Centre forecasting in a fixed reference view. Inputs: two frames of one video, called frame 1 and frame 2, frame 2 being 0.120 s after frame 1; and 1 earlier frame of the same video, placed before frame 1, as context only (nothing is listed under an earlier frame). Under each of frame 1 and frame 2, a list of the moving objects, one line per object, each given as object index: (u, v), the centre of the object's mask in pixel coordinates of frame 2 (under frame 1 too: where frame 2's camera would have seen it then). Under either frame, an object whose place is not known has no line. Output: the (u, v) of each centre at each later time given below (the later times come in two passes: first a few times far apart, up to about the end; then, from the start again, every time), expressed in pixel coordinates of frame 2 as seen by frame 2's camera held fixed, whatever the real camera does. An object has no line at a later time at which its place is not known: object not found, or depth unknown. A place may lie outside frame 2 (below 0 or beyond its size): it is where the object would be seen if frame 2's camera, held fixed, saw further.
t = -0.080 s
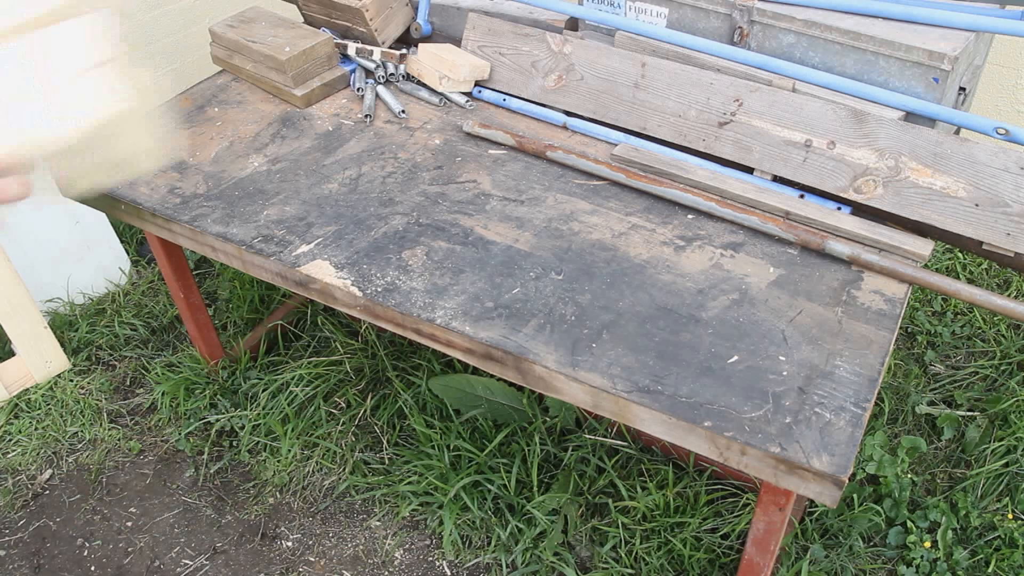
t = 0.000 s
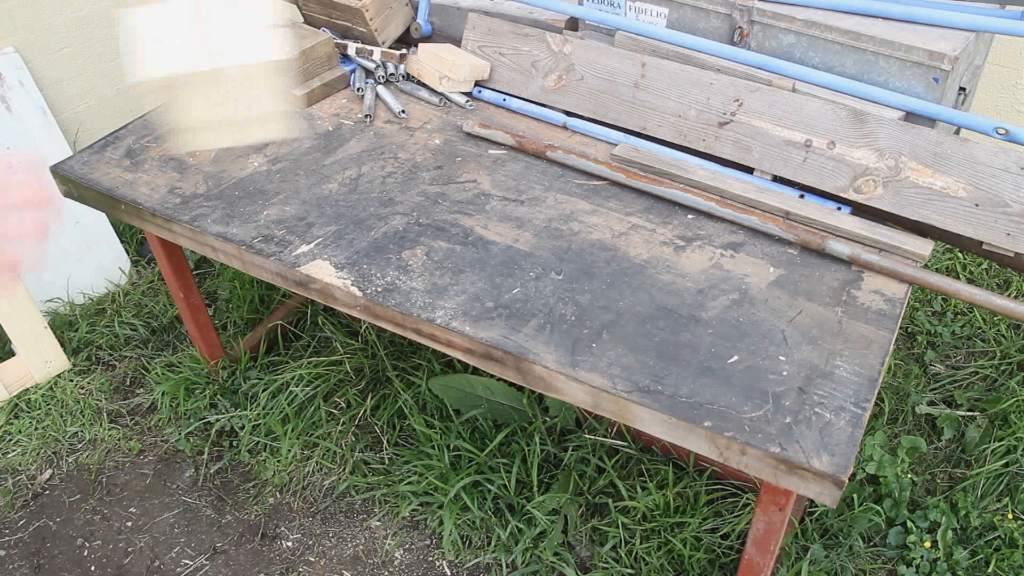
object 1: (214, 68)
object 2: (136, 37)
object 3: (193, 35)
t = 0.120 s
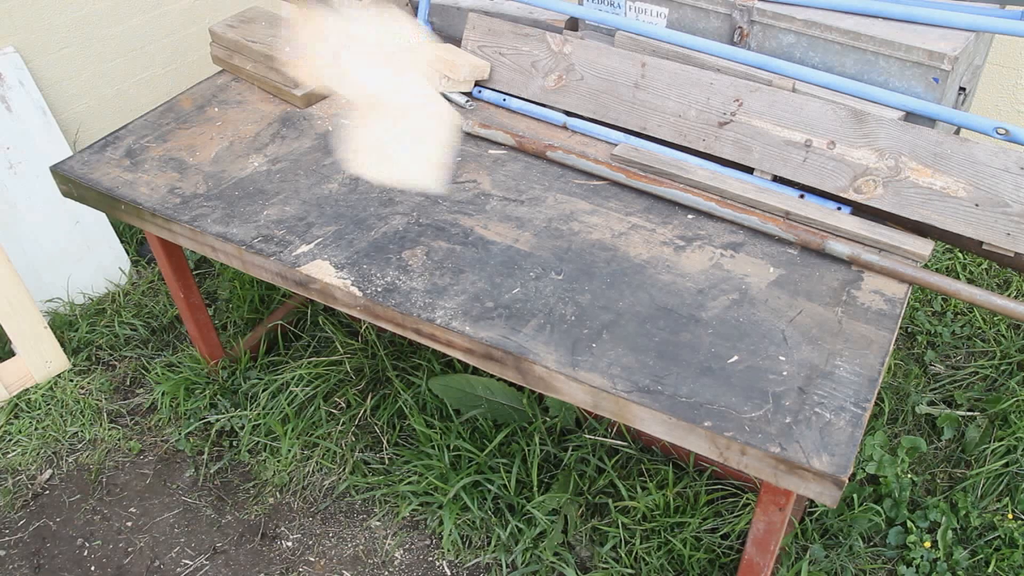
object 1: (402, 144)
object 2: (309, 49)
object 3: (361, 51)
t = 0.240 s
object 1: (502, 223)
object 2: (430, 139)
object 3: (483, 159)
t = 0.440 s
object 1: (603, 141)
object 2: (541, 37)
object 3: (590, 92)
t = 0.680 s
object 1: (656, 134)
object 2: (561, 65)
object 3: (596, 108)
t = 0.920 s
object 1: (664, 156)
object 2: (538, 110)
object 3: (608, 128)
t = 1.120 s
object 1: (644, 193)
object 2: (537, 110)
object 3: (613, 133)
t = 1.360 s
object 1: (636, 214)
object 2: (531, 114)
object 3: (613, 134)
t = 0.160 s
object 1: (441, 175)
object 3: (403, 94)
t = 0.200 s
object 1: (476, 209)
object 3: (445, 133)
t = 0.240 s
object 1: (502, 223)
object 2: (430, 139)
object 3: (483, 159)
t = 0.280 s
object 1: (519, 196)
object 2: (463, 117)
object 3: (515, 133)
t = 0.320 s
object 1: (541, 158)
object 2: (484, 96)
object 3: (550, 115)
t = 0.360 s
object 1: (563, 150)
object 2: (509, 65)
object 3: (573, 99)
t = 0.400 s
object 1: (583, 145)
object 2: (528, 54)
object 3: (587, 90)
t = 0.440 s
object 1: (603, 141)
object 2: (541, 37)
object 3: (590, 92)
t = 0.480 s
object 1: (614, 135)
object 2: (549, 31)
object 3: (592, 95)
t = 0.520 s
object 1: (624, 132)
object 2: (555, 30)
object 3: (590, 99)
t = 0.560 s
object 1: (635, 133)
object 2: (558, 31)
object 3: (593, 105)
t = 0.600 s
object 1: (645, 133)
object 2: (561, 37)
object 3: (595, 107)
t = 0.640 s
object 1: (651, 132)
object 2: (563, 48)
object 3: (596, 107)
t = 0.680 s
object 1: (656, 134)
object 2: (561, 65)
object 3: (596, 108)
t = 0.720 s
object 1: (661, 138)
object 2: (552, 81)
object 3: (598, 109)
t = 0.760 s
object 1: (666, 144)
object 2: (539, 100)
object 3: (601, 110)
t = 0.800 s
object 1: (669, 148)
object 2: (536, 107)
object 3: (603, 113)
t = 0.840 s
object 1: (669, 151)
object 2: (534, 111)
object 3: (605, 120)
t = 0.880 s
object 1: (667, 153)
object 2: (535, 110)
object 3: (607, 127)
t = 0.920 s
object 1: (664, 156)
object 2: (538, 110)
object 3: (608, 128)
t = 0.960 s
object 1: (660, 160)
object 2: (538, 108)
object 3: (608, 130)
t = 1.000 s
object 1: (656, 166)
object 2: (539, 108)
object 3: (609, 130)
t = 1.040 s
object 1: (651, 175)
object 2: (539, 108)
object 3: (610, 130)
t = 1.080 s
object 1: (647, 182)
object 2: (539, 109)
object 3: (611, 131)
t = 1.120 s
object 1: (644, 193)
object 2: (537, 110)
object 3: (613, 133)
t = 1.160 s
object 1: (642, 204)
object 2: (535, 111)
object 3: (613, 134)
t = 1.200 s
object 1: (638, 207)
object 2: (533, 114)
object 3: (613, 134)
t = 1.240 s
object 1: (635, 207)
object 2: (530, 115)
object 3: (613, 134)
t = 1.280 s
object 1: (633, 208)
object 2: (529, 115)
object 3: (613, 134)
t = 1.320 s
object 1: (633, 213)
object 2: (530, 115)
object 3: (613, 134)
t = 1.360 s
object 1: (636, 214)
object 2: (531, 114)
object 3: (613, 134)
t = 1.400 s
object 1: (637, 215)
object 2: (531, 115)
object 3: (613, 134)
